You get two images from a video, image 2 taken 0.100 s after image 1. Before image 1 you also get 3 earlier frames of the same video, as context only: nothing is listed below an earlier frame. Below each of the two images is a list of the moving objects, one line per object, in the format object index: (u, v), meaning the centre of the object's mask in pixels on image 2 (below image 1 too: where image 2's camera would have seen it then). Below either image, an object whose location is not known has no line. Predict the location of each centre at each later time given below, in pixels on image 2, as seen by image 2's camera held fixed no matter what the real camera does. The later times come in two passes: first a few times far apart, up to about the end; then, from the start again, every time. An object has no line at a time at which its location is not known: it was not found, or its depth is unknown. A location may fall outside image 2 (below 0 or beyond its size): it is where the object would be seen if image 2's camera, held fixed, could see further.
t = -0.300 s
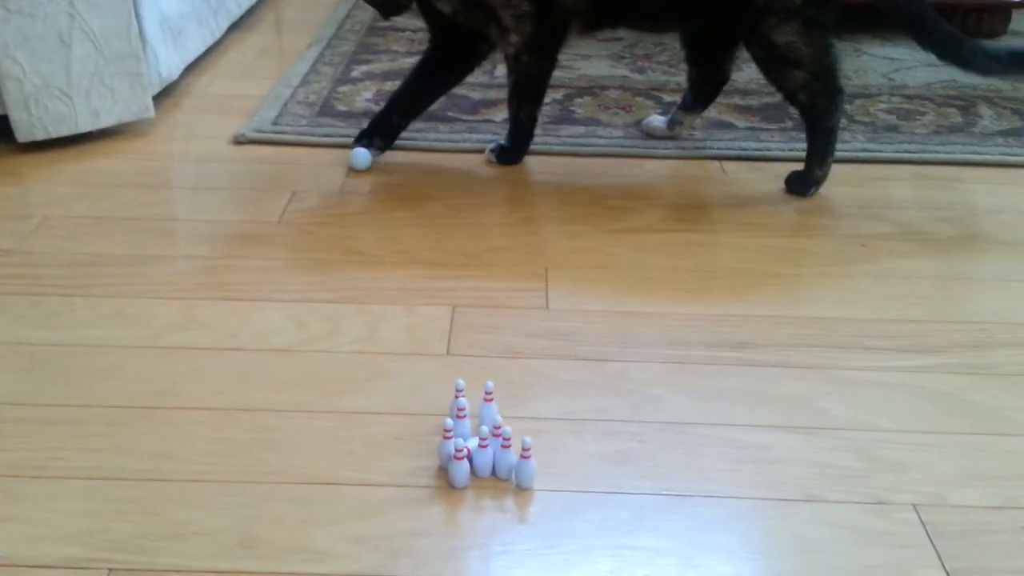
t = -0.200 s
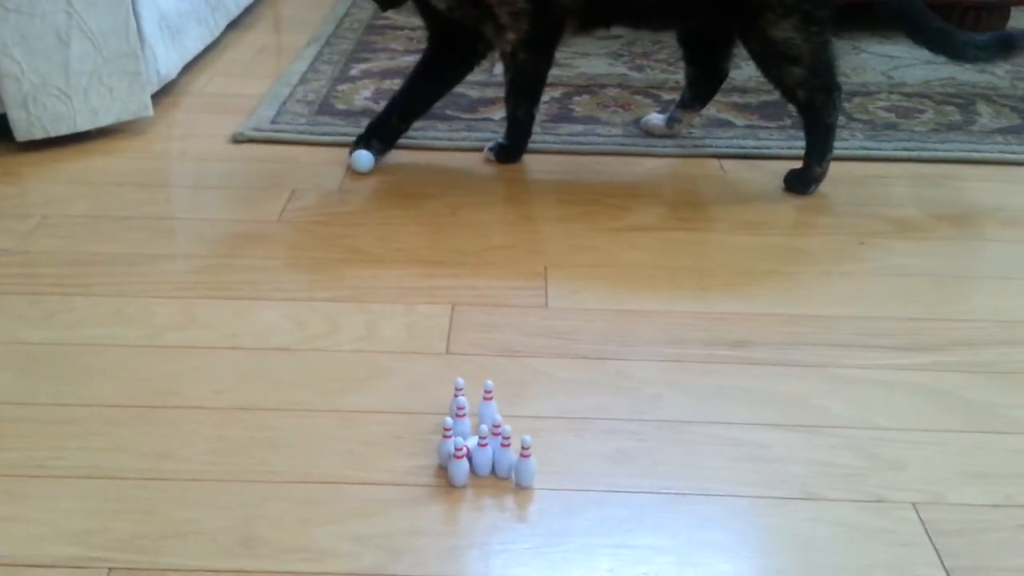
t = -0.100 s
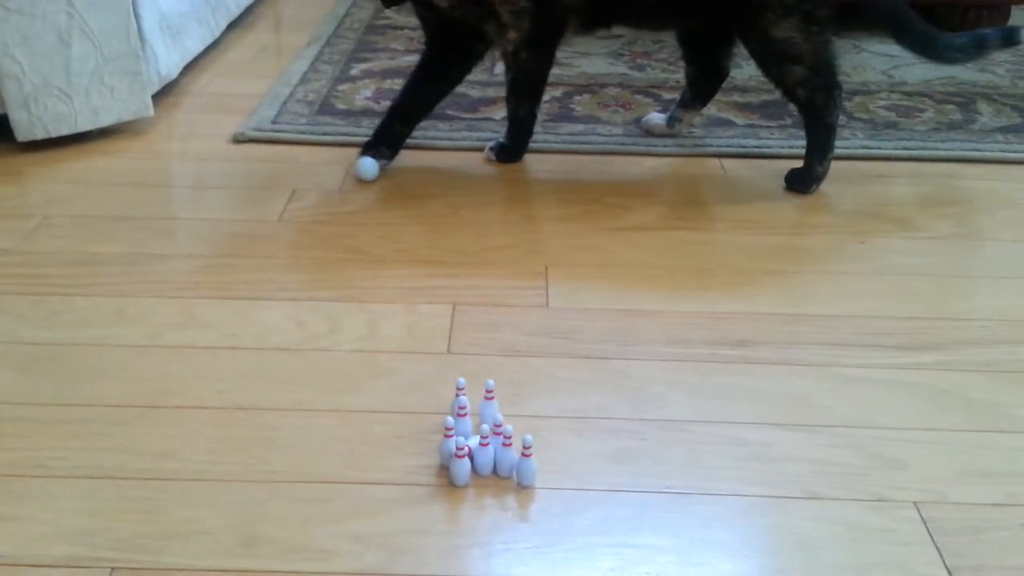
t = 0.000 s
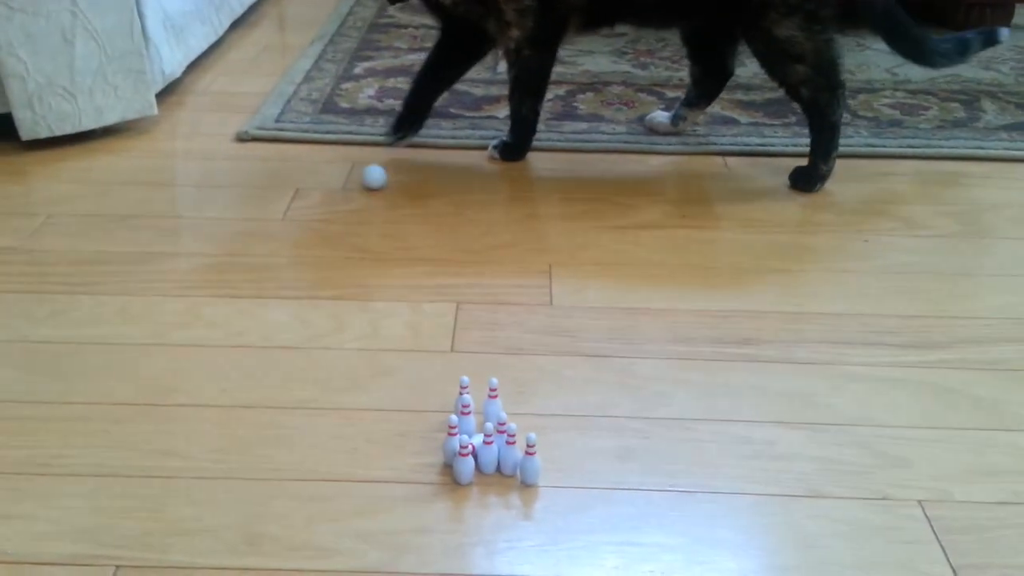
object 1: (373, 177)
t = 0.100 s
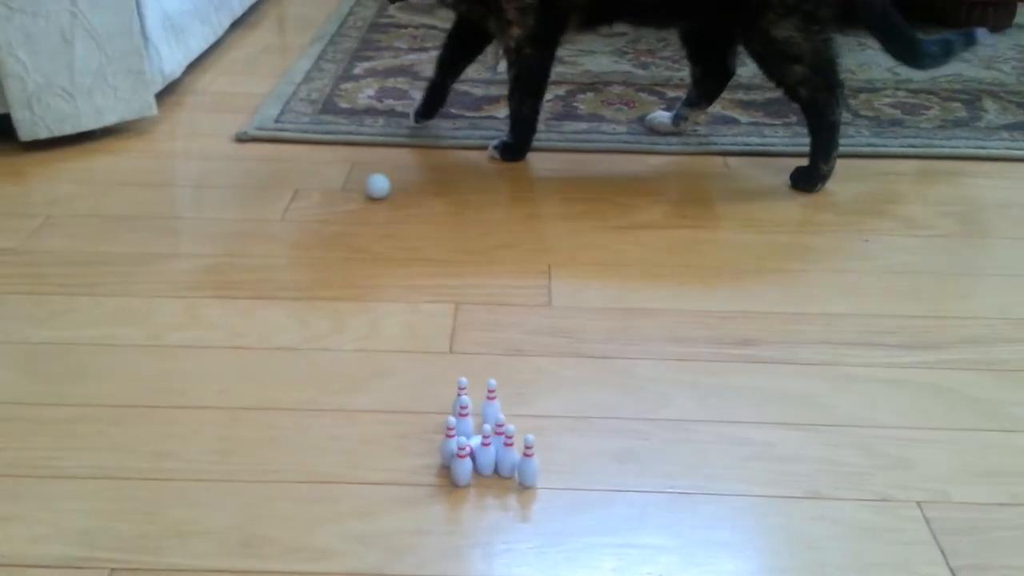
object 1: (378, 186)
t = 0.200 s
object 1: (383, 196)
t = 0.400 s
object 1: (392, 215)
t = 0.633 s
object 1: (404, 239)
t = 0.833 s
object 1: (413, 261)
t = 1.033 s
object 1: (423, 283)
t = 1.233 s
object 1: (435, 305)
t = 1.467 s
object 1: (447, 330)
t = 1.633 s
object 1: (457, 351)
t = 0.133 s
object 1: (380, 190)
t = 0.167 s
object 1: (381, 193)
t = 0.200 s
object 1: (383, 196)
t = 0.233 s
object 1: (385, 199)
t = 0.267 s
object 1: (386, 202)
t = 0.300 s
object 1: (387, 206)
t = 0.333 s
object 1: (389, 209)
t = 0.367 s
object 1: (390, 212)
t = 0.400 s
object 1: (392, 215)
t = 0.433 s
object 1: (393, 218)
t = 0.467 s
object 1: (395, 222)
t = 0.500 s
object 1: (397, 225)
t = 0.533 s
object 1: (399, 229)
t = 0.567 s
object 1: (401, 232)
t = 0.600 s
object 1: (402, 236)
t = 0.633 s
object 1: (404, 239)
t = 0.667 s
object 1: (405, 243)
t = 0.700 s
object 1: (407, 247)
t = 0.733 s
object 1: (408, 250)
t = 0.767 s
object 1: (409, 254)
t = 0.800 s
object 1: (412, 257)
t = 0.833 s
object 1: (413, 261)
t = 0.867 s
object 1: (415, 264)
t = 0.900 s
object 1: (417, 268)
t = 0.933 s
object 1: (418, 272)
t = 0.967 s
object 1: (419, 275)
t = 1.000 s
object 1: (421, 279)
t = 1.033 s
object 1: (423, 283)
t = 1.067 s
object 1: (425, 287)
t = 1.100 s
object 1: (427, 290)
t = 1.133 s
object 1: (428, 294)
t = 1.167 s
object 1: (430, 297)
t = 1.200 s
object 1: (432, 301)
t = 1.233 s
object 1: (435, 305)
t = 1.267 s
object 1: (437, 308)
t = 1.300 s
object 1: (439, 311)
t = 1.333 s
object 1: (441, 315)
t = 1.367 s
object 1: (443, 319)
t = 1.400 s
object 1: (444, 323)
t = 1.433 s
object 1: (446, 326)
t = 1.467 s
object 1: (447, 330)
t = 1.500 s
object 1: (449, 334)
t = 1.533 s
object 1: (451, 338)
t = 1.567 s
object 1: (452, 342)
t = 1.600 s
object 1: (454, 346)
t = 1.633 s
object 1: (457, 351)
